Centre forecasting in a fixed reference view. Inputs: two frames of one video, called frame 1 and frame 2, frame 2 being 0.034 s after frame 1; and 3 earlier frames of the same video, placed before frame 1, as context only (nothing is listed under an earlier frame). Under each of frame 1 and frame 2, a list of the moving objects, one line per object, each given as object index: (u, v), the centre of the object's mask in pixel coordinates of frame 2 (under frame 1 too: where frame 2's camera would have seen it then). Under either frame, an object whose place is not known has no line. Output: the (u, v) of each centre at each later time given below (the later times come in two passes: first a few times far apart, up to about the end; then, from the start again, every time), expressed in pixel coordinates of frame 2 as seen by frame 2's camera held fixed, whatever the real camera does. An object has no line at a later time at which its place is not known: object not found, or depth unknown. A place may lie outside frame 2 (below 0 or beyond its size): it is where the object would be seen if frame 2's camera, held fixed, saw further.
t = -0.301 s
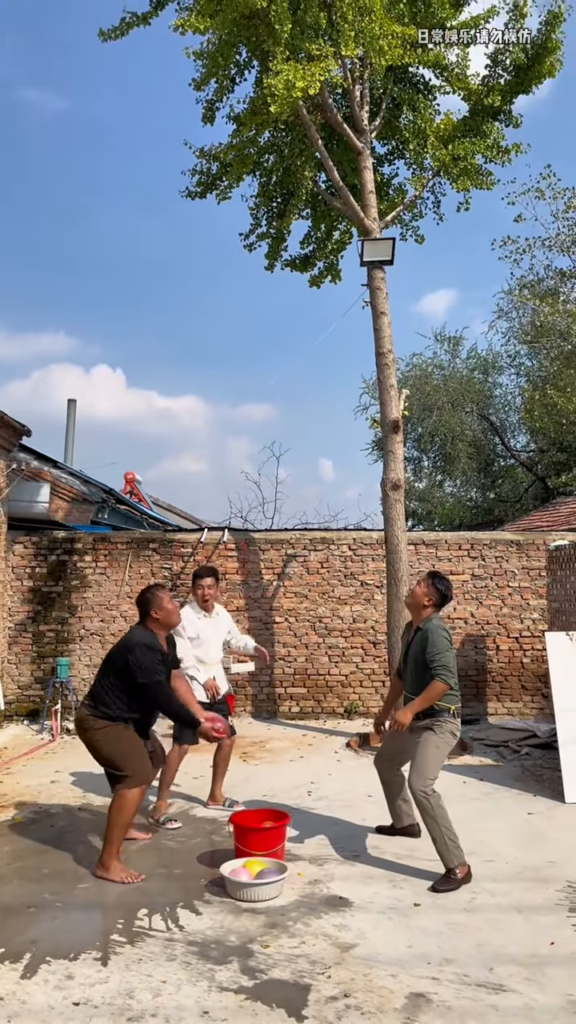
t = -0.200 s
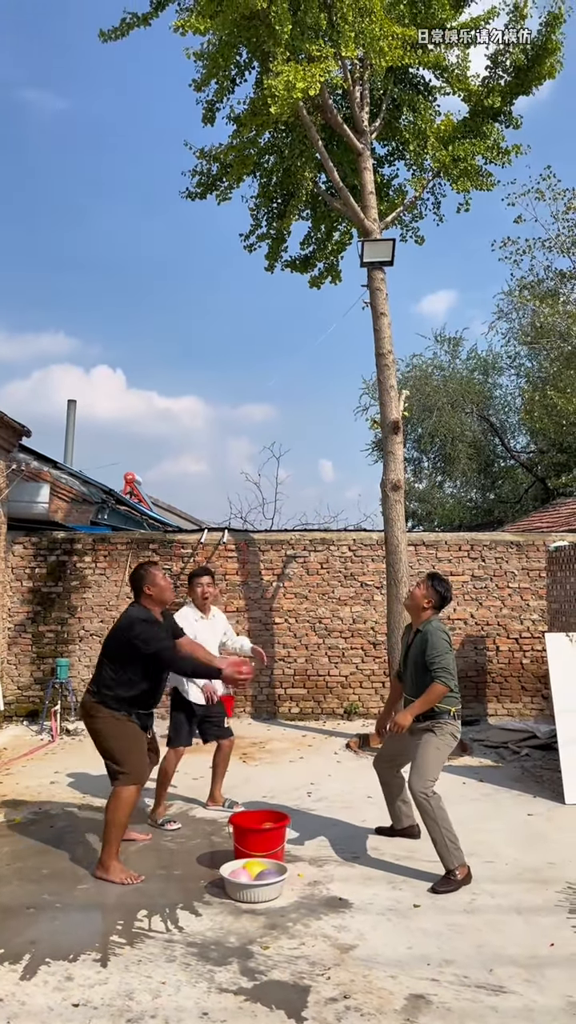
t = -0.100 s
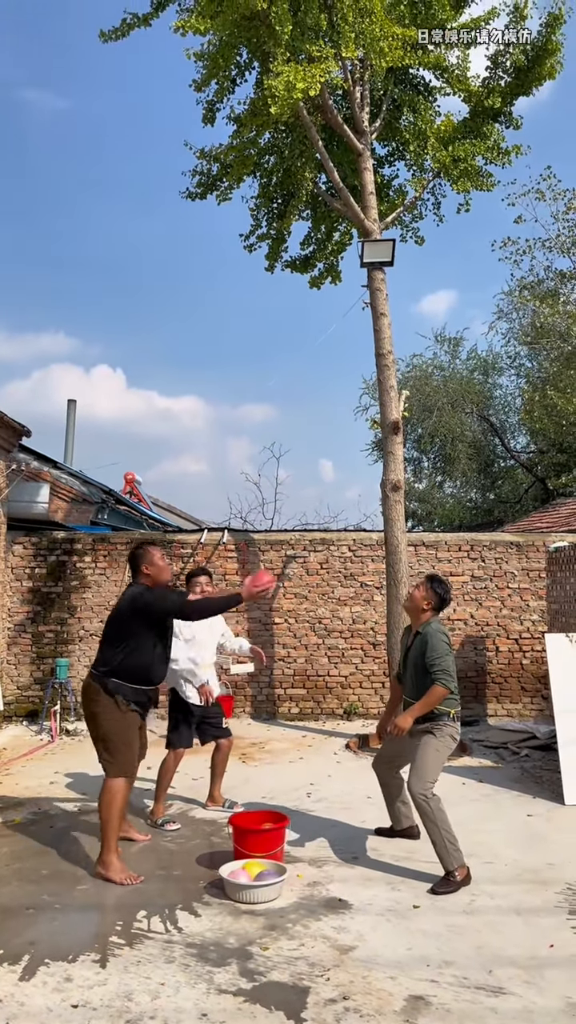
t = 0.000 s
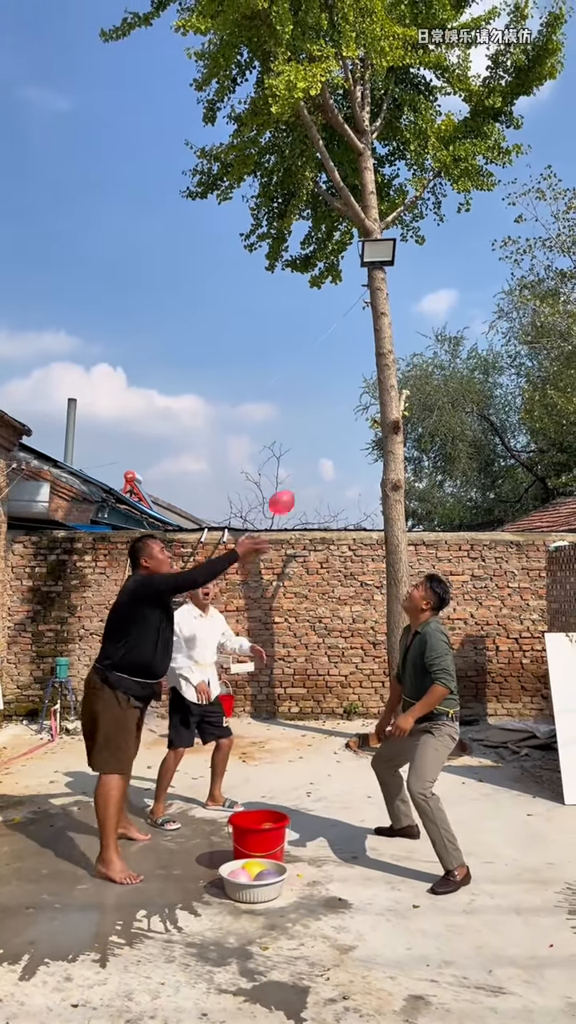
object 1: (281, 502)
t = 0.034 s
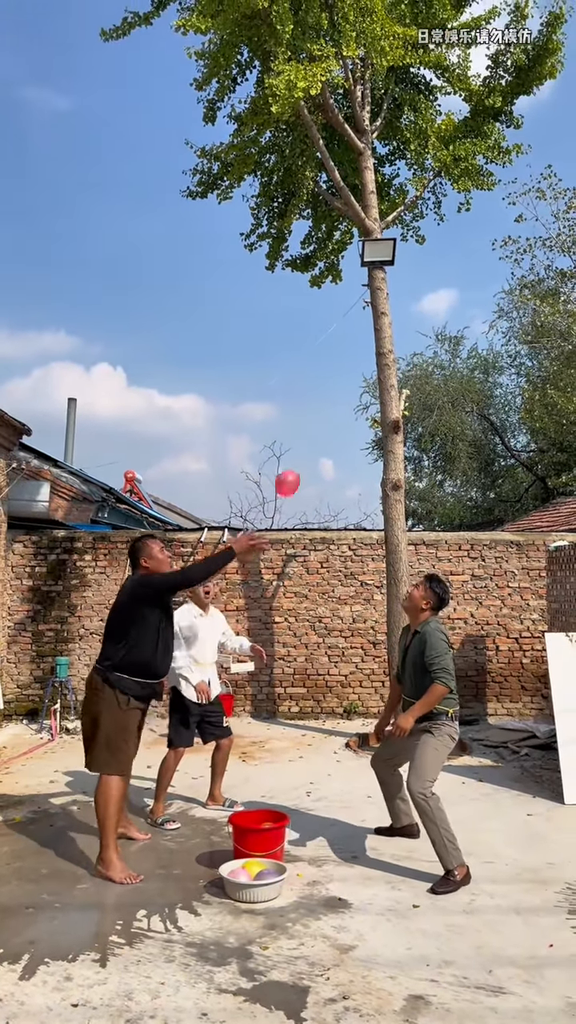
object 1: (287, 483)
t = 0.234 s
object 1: (322, 408)
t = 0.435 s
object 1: (357, 412)
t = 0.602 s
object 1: (386, 477)
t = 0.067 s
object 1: (292, 466)
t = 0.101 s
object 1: (298, 452)
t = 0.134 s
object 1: (303, 439)
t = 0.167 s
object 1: (311, 423)
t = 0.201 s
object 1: (317, 415)
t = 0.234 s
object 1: (322, 408)
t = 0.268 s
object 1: (327, 403)
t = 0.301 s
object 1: (333, 401)
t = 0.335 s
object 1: (338, 400)
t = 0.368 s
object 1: (346, 402)
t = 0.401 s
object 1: (352, 406)
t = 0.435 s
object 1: (357, 412)
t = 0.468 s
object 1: (362, 419)
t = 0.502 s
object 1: (367, 429)
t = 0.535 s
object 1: (376, 446)
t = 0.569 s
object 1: (381, 461)
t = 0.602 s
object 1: (386, 477)
